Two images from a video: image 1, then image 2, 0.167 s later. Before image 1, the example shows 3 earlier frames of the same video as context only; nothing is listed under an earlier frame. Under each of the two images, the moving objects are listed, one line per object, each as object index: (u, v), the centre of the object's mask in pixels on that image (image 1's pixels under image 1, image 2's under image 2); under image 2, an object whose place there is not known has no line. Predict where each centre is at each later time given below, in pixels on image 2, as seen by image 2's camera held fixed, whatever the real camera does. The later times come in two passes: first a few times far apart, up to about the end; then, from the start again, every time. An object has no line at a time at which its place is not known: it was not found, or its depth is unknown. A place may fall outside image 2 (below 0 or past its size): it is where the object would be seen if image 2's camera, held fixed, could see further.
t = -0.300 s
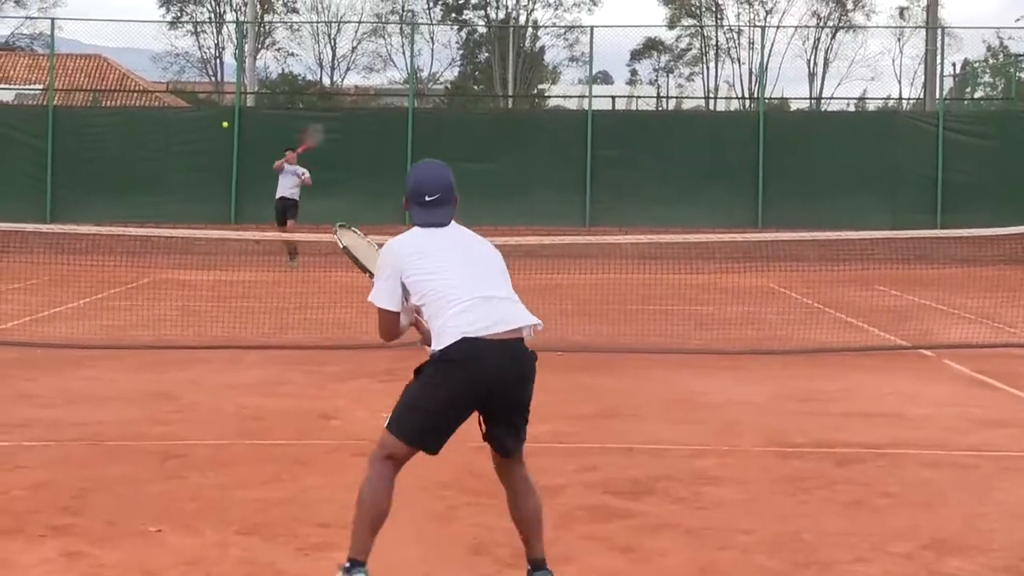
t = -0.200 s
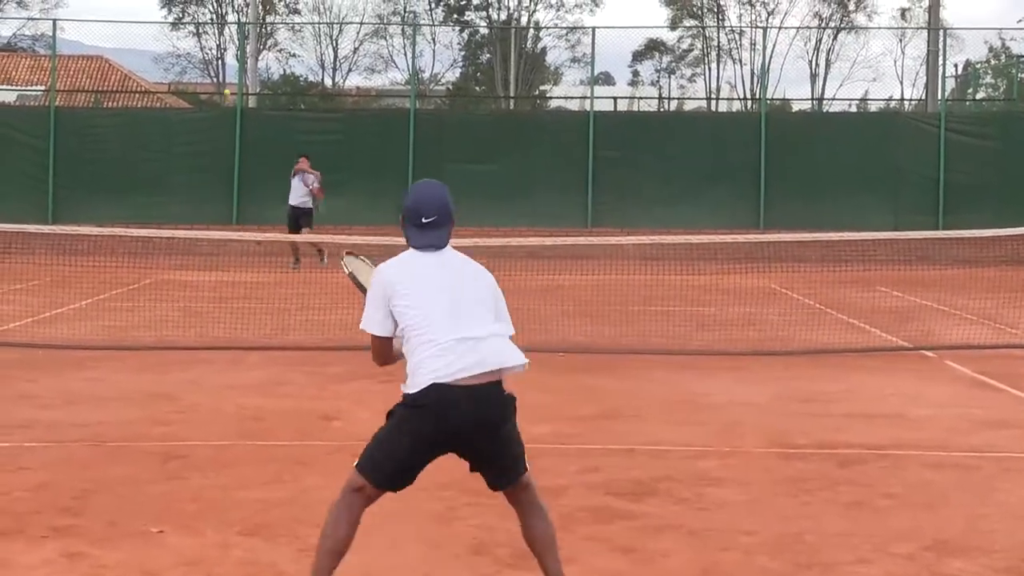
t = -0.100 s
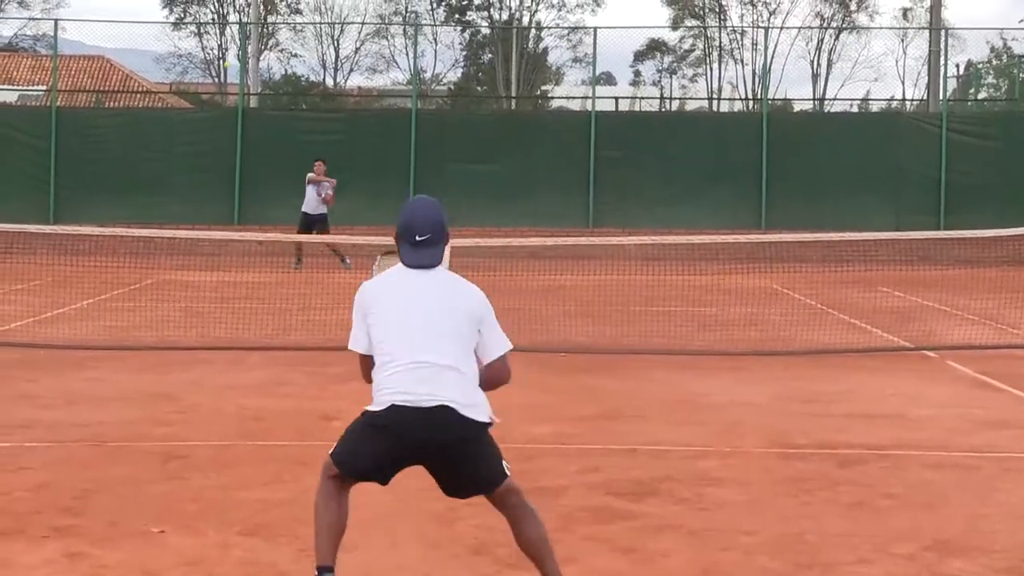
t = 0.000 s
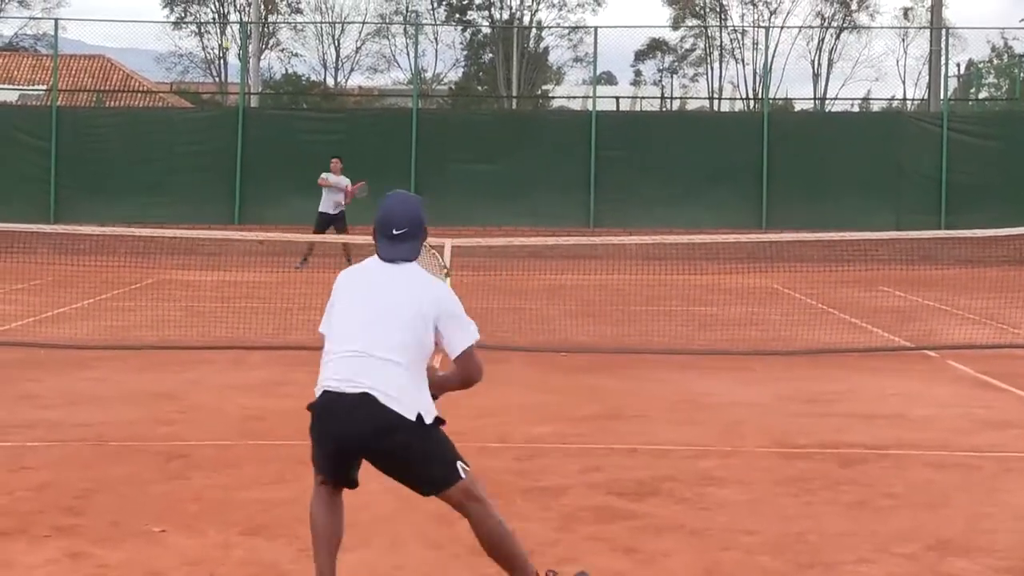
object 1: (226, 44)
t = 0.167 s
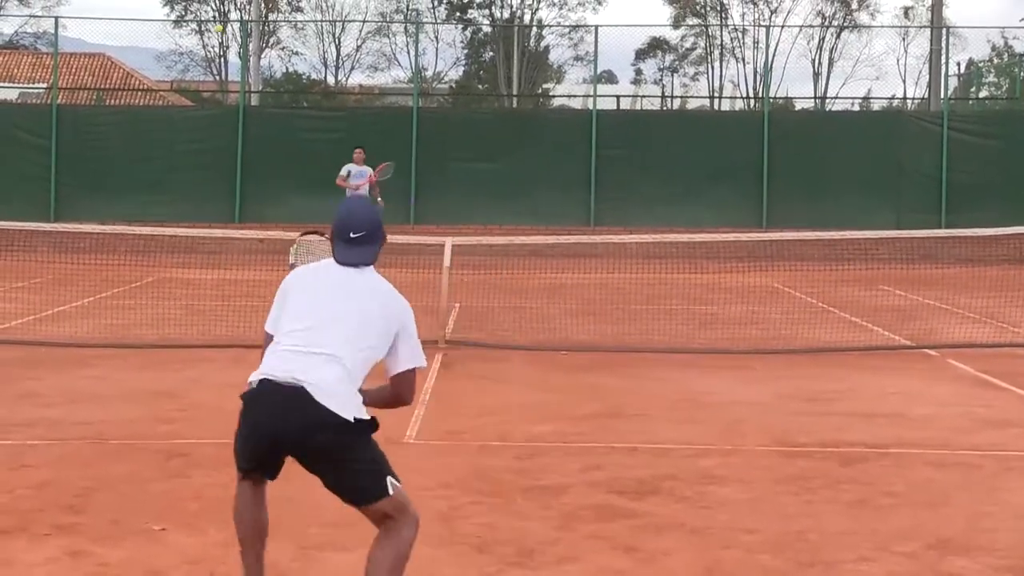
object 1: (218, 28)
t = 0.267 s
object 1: (209, 34)
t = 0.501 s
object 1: (178, 110)
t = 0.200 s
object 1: (216, 29)
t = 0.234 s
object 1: (213, 29)
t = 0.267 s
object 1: (209, 34)
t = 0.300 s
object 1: (205, 40)
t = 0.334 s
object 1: (203, 46)
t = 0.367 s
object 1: (198, 56)
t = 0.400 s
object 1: (193, 65)
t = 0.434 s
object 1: (189, 78)
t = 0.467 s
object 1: (183, 92)
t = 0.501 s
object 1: (178, 110)
